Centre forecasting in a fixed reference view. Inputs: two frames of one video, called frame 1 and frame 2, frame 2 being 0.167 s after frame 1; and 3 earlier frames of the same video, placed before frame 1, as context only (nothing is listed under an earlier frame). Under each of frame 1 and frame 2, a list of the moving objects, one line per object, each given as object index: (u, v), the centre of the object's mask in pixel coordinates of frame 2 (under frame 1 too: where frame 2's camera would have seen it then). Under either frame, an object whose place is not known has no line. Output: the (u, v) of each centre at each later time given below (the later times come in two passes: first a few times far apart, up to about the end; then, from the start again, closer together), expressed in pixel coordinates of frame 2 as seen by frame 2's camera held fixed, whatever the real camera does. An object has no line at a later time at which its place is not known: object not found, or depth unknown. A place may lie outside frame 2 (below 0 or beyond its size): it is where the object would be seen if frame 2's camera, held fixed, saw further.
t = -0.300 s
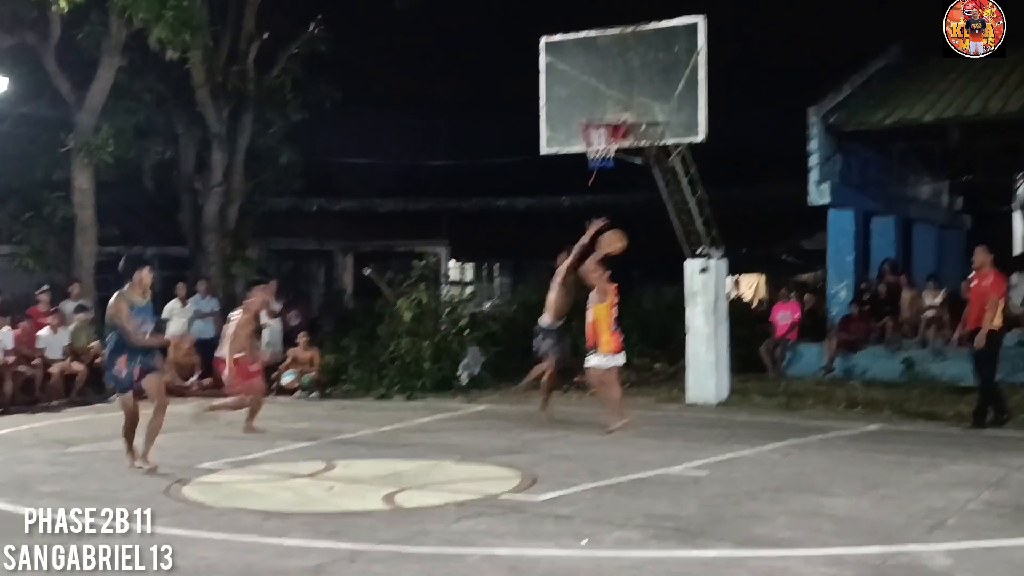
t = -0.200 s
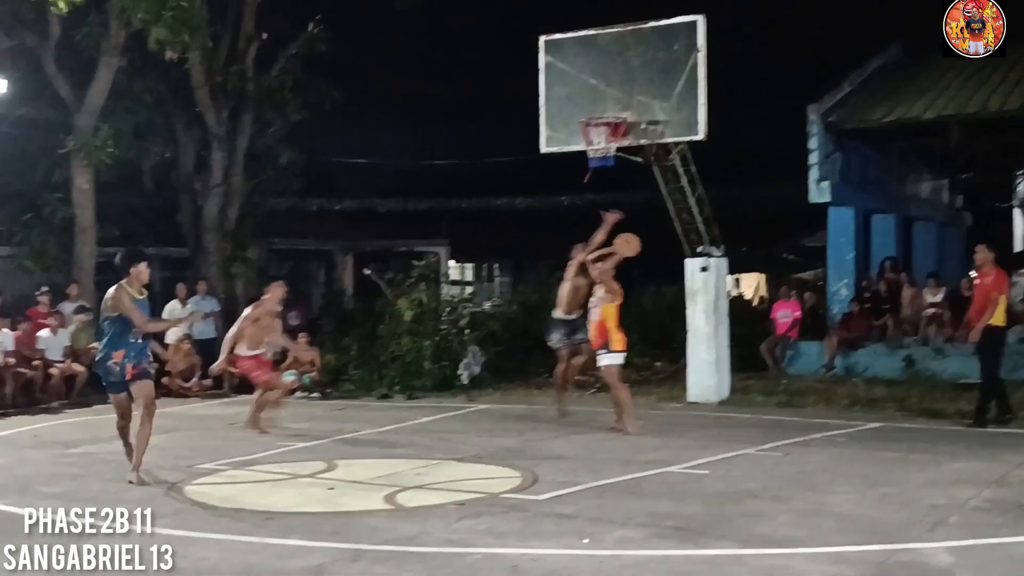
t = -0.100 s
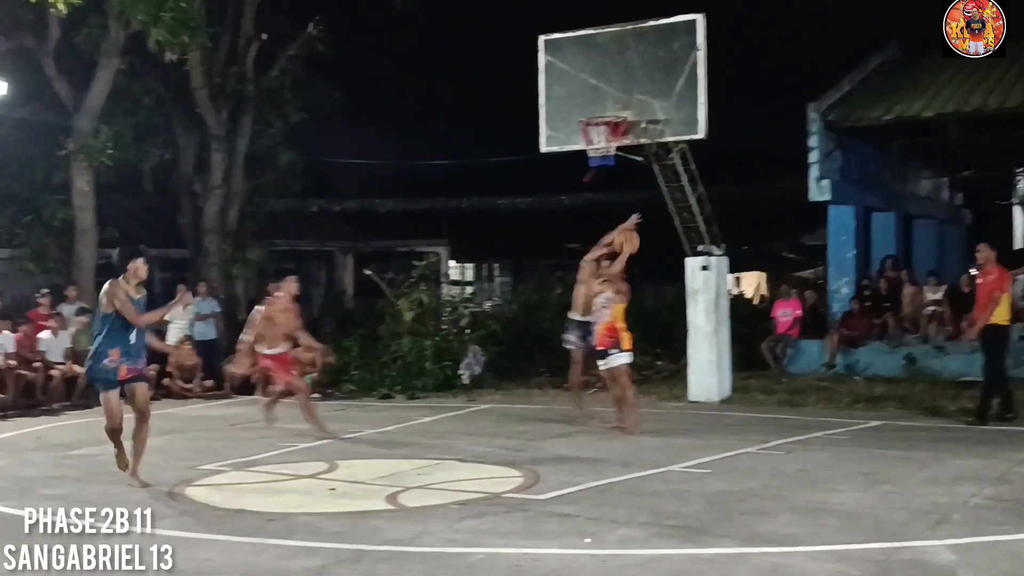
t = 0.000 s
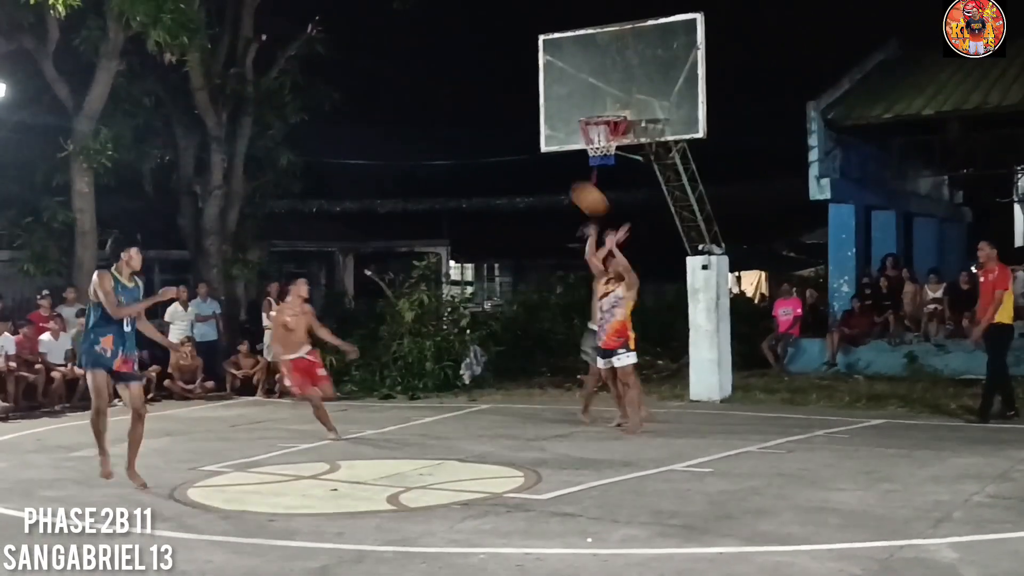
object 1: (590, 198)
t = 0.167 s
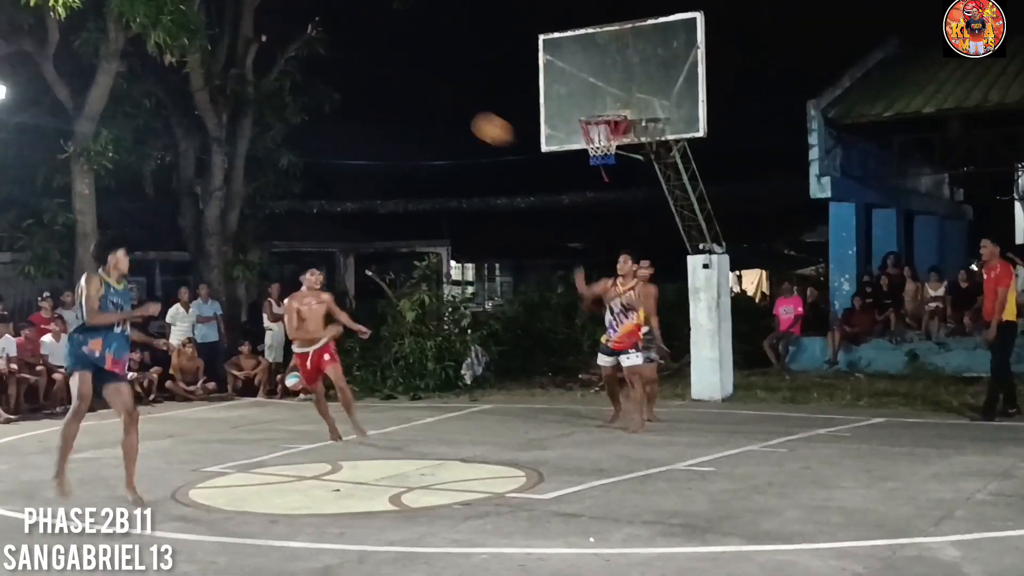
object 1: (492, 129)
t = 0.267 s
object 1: (428, 99)
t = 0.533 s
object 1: (231, 73)
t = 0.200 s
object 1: (471, 118)
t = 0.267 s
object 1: (428, 99)
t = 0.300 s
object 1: (405, 92)
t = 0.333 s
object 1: (382, 86)
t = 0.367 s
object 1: (358, 80)
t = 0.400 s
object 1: (335, 77)
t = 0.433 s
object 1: (309, 74)
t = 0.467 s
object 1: (284, 72)
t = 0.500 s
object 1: (257, 72)
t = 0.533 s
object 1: (231, 73)
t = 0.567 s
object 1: (202, 76)
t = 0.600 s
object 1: (174, 81)
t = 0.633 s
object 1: (144, 86)
